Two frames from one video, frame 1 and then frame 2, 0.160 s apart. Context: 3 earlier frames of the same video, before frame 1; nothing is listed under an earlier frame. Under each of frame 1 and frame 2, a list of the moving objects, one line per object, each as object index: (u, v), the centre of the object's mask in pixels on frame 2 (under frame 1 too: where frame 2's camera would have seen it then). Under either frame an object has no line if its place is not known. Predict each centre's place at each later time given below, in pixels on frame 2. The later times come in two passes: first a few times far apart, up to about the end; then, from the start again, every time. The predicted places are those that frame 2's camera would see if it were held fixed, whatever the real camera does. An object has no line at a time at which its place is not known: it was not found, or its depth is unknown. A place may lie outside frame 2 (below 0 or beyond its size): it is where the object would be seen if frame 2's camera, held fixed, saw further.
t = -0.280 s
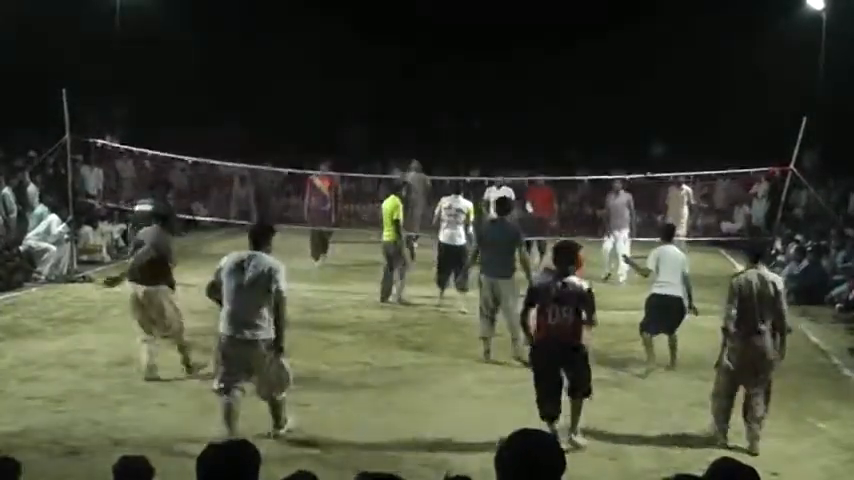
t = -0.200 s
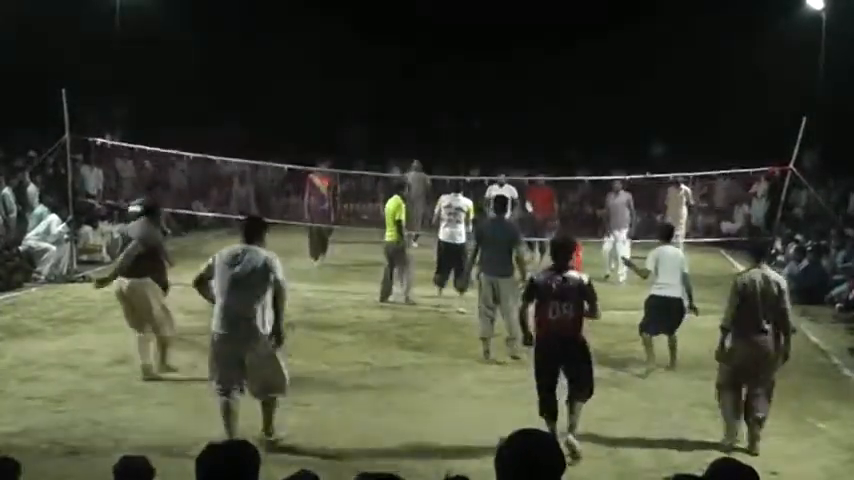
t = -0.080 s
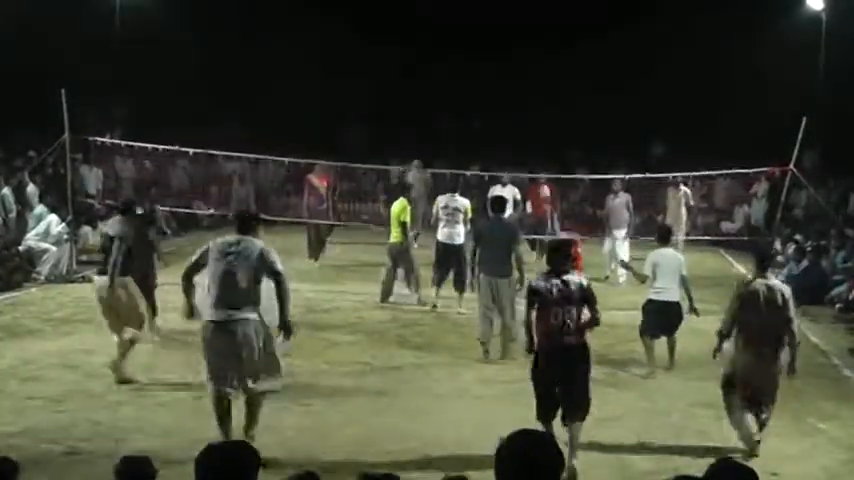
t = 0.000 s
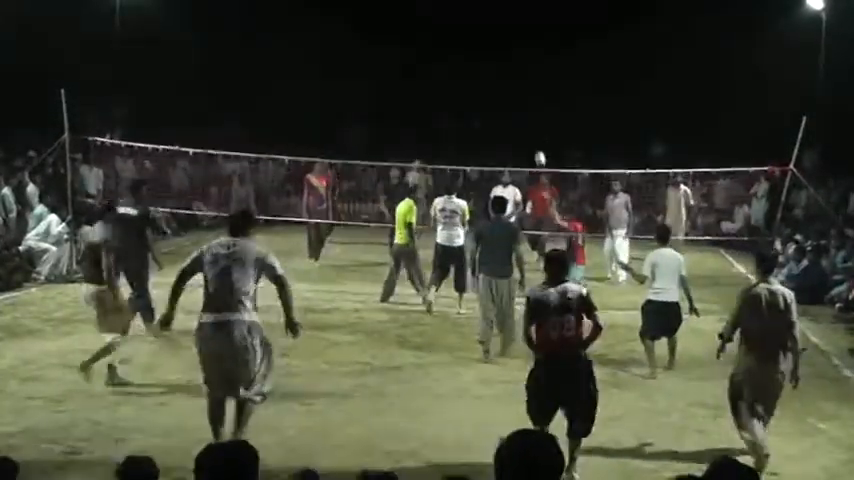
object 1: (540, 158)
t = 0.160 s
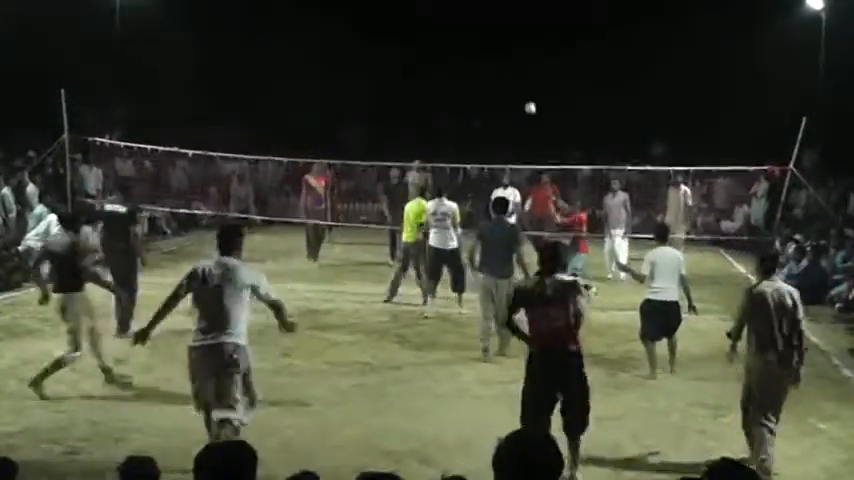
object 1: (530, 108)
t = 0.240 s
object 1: (525, 91)
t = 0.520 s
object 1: (507, 60)
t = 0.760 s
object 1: (492, 73)
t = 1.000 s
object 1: (477, 121)
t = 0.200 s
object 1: (528, 99)
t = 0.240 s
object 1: (525, 91)
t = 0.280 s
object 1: (523, 82)
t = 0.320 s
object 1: (520, 76)
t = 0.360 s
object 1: (518, 71)
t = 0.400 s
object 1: (515, 66)
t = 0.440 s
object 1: (512, 63)
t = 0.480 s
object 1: (510, 61)
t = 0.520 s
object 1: (507, 60)
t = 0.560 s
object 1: (505, 60)
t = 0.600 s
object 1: (502, 60)
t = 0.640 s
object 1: (500, 62)
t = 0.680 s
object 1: (498, 65)
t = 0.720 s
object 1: (495, 69)
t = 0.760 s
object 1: (492, 73)
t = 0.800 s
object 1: (490, 79)
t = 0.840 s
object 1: (487, 85)
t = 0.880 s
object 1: (485, 93)
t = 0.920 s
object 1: (482, 101)
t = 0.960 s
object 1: (479, 110)
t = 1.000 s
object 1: (477, 121)
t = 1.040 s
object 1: (475, 131)
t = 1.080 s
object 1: (472, 143)
